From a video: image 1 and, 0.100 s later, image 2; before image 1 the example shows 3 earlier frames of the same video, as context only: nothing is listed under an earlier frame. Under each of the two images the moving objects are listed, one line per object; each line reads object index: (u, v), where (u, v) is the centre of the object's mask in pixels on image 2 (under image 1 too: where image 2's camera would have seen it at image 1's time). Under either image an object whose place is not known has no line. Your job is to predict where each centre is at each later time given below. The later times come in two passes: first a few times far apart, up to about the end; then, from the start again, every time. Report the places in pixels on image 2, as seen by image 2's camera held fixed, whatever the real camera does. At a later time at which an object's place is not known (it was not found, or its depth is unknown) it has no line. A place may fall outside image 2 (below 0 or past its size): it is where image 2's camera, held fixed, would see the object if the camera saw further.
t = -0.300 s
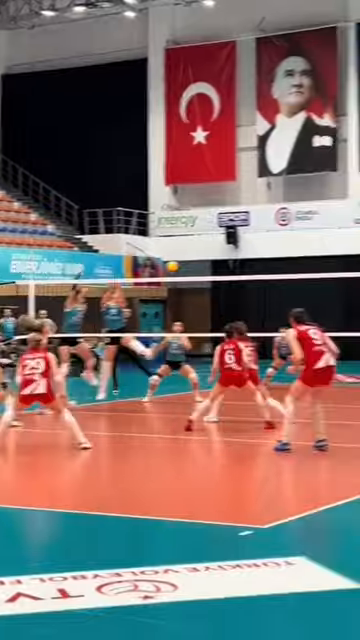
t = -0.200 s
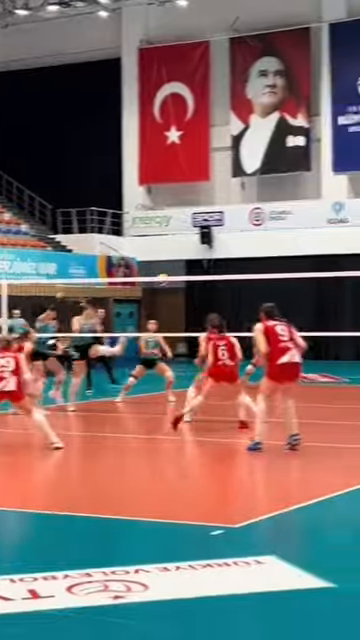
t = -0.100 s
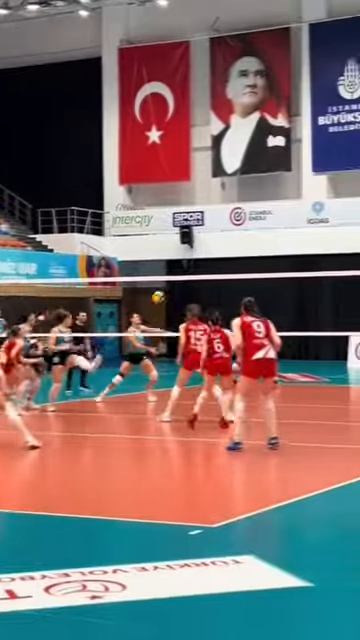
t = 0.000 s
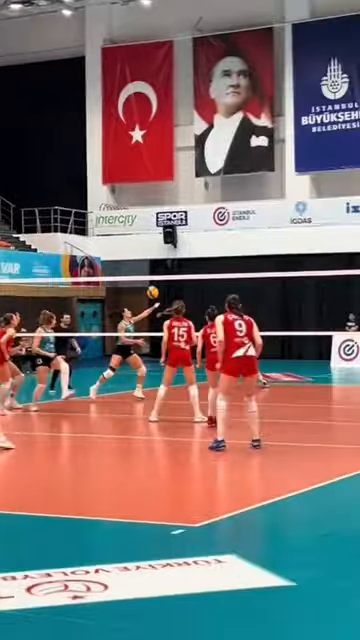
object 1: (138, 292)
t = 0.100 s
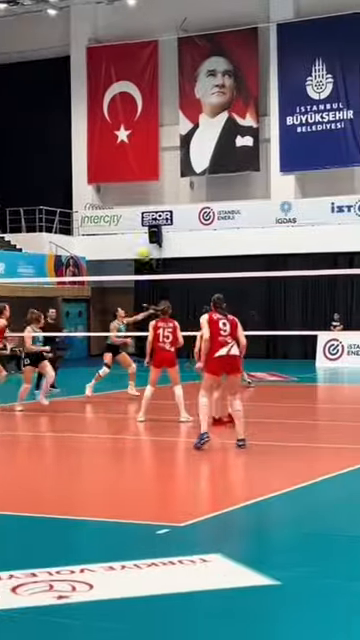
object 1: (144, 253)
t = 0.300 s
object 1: (157, 196)
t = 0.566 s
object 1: (177, 149)
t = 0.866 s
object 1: (198, 142)
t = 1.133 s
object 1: (219, 177)
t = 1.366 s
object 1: (236, 241)
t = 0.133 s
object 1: (147, 243)
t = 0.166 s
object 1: (149, 233)
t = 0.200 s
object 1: (152, 222)
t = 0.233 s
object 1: (152, 214)
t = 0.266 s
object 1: (156, 203)
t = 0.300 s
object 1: (157, 196)
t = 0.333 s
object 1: (161, 188)
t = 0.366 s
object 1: (163, 180)
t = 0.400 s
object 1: (166, 173)
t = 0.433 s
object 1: (168, 168)
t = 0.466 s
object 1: (171, 162)
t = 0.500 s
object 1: (173, 156)
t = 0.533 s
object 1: (175, 152)
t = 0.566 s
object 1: (177, 149)
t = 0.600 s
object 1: (180, 146)
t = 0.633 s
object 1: (181, 144)
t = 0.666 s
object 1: (183, 142)
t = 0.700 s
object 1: (186, 140)
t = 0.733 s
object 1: (189, 139)
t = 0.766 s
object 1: (191, 139)
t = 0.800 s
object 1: (193, 140)
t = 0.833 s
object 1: (196, 141)
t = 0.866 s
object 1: (198, 142)
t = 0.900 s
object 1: (201, 145)
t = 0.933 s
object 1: (204, 148)
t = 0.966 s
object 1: (206, 152)
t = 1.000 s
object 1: (209, 156)
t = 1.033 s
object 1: (211, 160)
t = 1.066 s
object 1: (213, 166)
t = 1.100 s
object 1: (216, 171)
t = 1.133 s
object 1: (219, 177)
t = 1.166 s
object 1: (221, 185)
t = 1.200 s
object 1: (223, 192)
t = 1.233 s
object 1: (225, 201)
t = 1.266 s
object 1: (229, 211)
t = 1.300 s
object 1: (232, 220)
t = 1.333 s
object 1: (233, 228)
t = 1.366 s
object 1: (236, 241)
